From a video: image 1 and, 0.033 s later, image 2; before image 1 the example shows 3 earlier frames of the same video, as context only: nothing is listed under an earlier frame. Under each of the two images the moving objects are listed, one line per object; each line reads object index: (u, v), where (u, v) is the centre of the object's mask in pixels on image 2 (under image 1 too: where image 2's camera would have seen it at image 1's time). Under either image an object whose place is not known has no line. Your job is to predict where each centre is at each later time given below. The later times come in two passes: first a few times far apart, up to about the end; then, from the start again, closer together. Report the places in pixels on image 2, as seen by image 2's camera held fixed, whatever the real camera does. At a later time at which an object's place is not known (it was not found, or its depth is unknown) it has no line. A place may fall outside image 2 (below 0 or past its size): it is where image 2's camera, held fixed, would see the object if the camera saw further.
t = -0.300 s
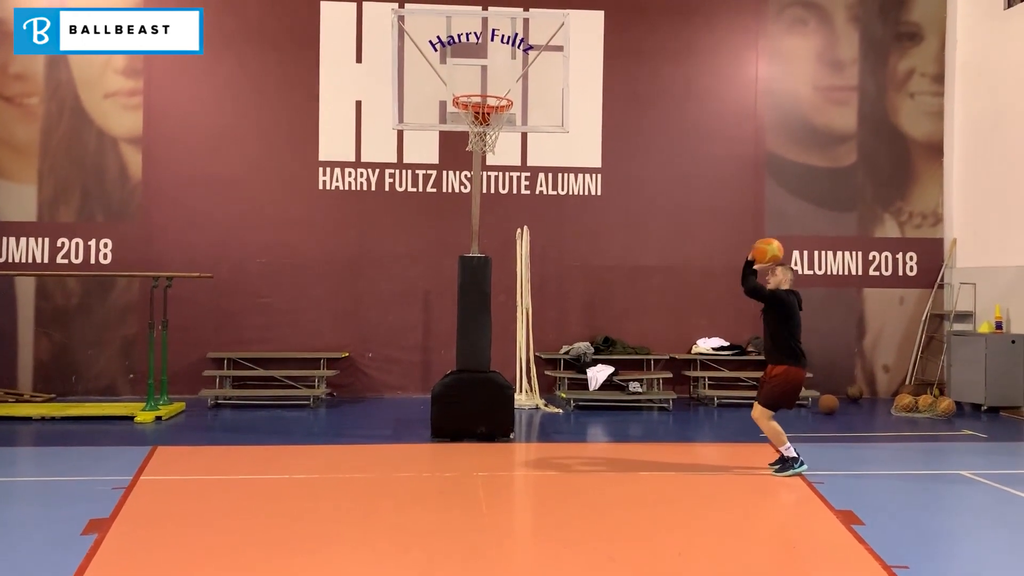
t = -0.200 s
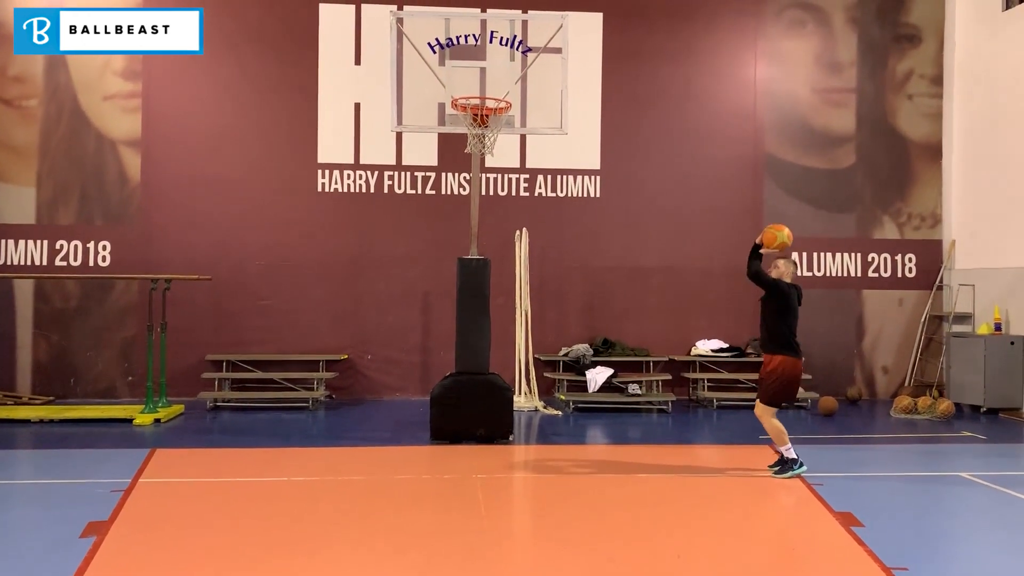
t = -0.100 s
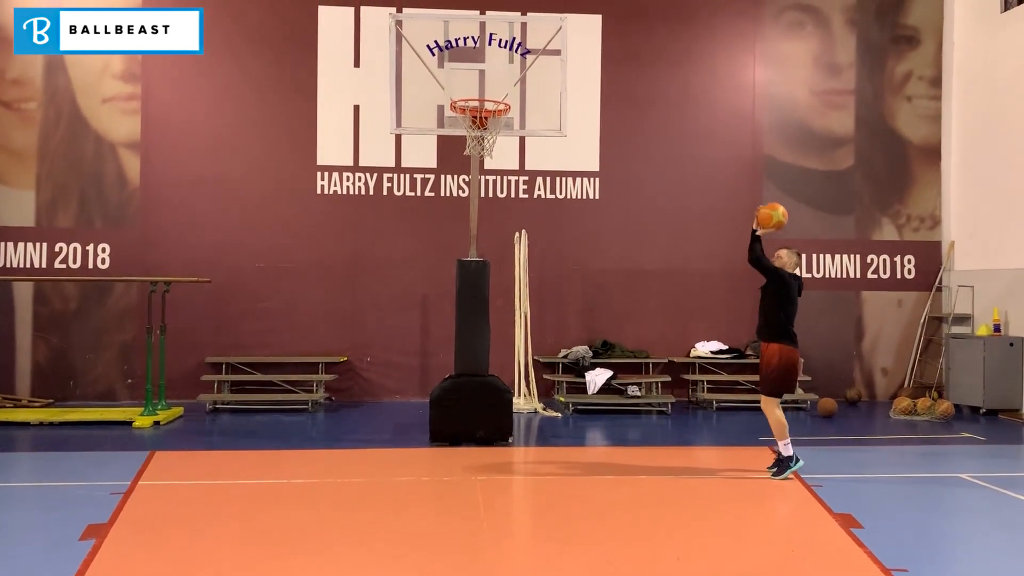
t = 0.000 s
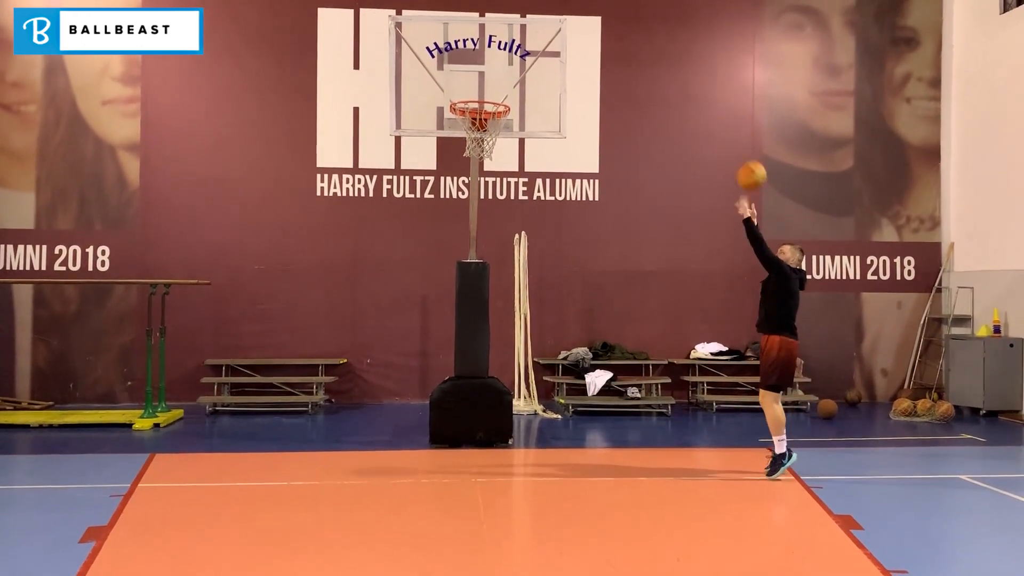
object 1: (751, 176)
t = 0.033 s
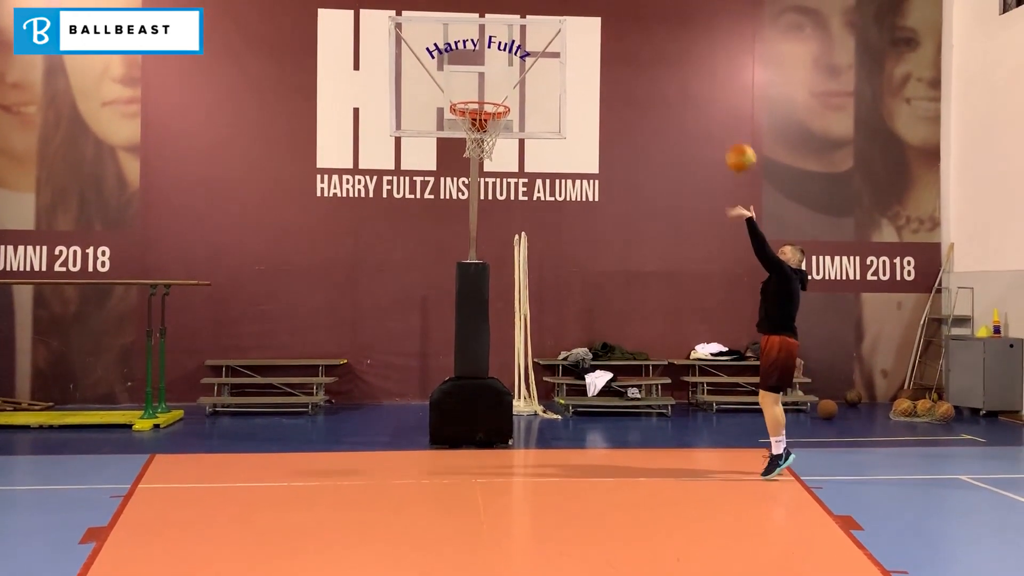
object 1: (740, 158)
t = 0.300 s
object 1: (656, 57)
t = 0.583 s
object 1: (563, 39)
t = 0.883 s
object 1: (464, 122)
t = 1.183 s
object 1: (451, 191)
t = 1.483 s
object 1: (444, 353)
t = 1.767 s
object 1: (455, 379)
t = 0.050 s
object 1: (736, 150)
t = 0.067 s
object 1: (731, 141)
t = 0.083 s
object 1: (725, 133)
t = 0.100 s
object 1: (719, 125)
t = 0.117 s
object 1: (714, 118)
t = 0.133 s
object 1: (709, 111)
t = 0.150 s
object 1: (703, 104)
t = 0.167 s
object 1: (698, 98)
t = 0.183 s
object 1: (693, 92)
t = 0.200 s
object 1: (688, 85)
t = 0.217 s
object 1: (682, 80)
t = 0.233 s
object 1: (677, 75)
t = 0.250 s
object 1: (672, 70)
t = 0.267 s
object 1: (666, 65)
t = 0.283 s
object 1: (661, 61)
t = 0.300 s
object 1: (656, 57)
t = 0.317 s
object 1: (650, 53)
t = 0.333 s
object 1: (645, 50)
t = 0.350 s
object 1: (639, 47)
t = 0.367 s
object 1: (634, 44)
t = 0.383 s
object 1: (629, 42)
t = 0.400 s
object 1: (623, 40)
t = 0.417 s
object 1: (618, 38)
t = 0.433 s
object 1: (613, 37)
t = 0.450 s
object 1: (607, 35)
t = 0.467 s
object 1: (602, 35)
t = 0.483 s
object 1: (596, 34)
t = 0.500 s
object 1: (591, 34)
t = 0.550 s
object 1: (574, 36)
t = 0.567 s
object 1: (569, 38)
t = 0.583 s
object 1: (563, 39)
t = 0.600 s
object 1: (558, 41)
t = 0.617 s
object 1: (552, 43)
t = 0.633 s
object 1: (547, 46)
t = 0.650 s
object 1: (541, 49)
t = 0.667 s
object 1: (535, 52)
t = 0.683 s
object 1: (530, 56)
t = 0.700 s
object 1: (524, 60)
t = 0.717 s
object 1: (519, 64)
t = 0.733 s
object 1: (513, 69)
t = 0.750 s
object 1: (507, 74)
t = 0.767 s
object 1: (502, 78)
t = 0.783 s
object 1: (496, 84)
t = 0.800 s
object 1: (491, 90)
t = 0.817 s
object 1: (486, 95)
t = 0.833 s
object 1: (479, 103)
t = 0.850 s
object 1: (475, 110)
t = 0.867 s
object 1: (467, 117)
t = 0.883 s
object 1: (464, 122)
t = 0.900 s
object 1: (460, 129)
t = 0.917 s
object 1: (458, 132)
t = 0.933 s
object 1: (457, 133)
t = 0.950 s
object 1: (457, 133)
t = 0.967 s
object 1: (456, 134)
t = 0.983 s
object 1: (455, 143)
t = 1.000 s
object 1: (455, 144)
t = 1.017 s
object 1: (454, 146)
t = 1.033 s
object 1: (454, 148)
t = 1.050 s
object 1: (453, 152)
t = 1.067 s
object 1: (453, 155)
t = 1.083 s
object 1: (453, 159)
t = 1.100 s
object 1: (452, 164)
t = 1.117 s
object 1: (452, 169)
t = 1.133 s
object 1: (452, 174)
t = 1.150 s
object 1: (452, 179)
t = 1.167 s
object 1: (451, 185)
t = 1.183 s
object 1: (451, 191)
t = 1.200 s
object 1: (451, 198)
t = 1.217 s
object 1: (450, 205)
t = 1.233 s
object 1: (450, 211)
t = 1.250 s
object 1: (450, 218)
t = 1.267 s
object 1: (450, 226)
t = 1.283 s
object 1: (449, 234)
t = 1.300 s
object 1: (449, 242)
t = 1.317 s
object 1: (448, 251)
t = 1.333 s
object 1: (448, 260)
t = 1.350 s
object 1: (447, 269)
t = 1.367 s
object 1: (447, 279)
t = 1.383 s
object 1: (446, 288)
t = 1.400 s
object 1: (446, 298)
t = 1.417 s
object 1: (445, 309)
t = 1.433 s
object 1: (445, 319)
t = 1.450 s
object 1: (445, 330)
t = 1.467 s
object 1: (444, 342)
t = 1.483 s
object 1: (444, 353)
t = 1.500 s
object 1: (443, 366)
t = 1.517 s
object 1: (443, 378)
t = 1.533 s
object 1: (442, 391)
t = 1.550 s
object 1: (441, 404)
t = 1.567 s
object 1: (441, 417)
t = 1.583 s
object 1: (440, 431)
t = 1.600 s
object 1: (440, 443)
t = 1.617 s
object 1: (439, 459)
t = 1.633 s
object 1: (440, 462)
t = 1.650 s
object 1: (442, 451)
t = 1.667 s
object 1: (444, 439)
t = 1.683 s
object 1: (445, 429)
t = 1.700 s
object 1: (447, 418)
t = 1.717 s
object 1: (449, 407)
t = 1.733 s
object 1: (451, 398)
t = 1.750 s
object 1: (453, 388)
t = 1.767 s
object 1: (455, 379)
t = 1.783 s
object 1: (457, 370)
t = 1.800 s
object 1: (459, 361)
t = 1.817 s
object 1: (461, 353)
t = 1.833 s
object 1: (462, 346)
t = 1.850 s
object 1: (464, 338)
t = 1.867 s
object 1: (466, 330)
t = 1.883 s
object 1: (468, 324)
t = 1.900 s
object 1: (470, 318)
